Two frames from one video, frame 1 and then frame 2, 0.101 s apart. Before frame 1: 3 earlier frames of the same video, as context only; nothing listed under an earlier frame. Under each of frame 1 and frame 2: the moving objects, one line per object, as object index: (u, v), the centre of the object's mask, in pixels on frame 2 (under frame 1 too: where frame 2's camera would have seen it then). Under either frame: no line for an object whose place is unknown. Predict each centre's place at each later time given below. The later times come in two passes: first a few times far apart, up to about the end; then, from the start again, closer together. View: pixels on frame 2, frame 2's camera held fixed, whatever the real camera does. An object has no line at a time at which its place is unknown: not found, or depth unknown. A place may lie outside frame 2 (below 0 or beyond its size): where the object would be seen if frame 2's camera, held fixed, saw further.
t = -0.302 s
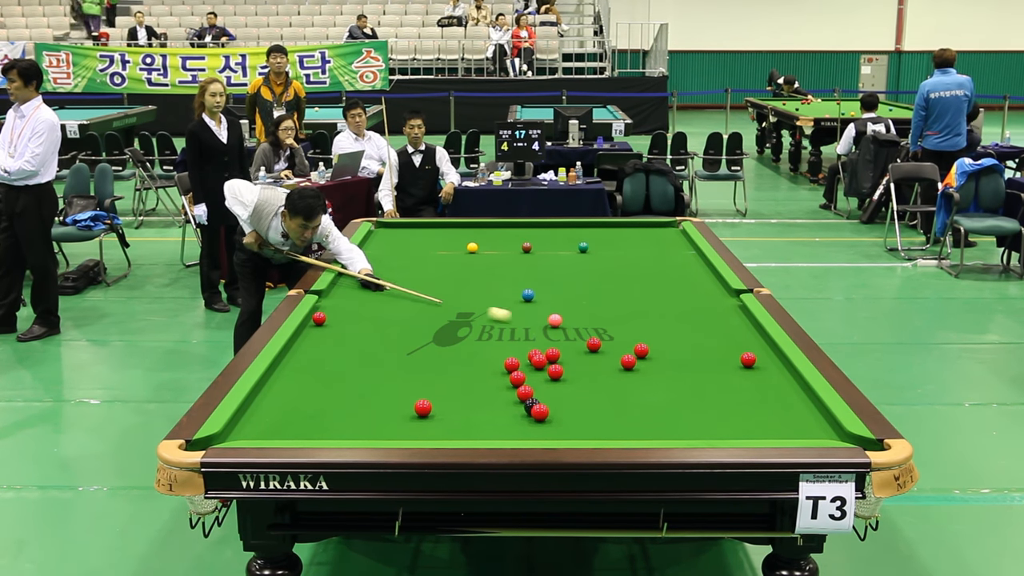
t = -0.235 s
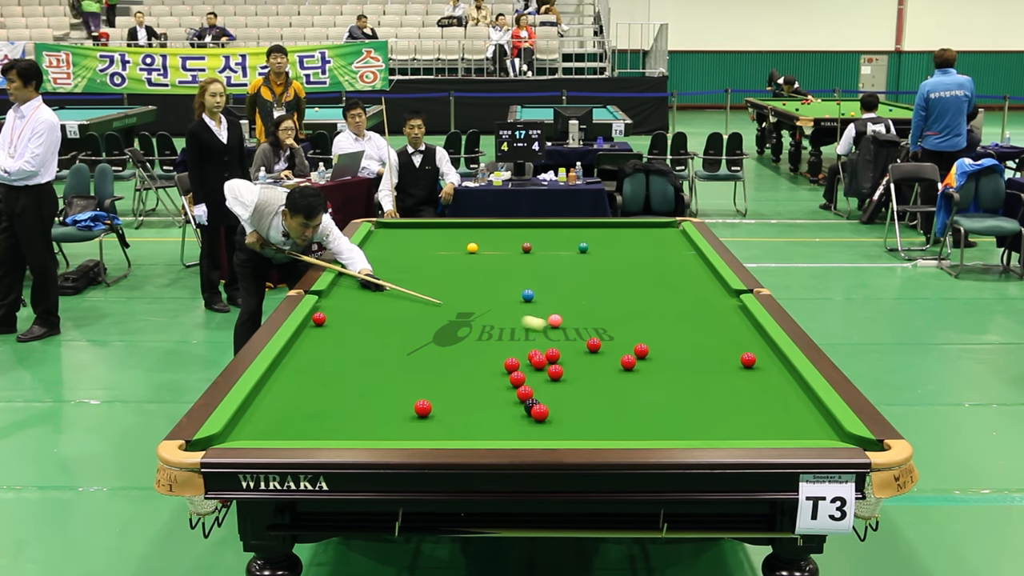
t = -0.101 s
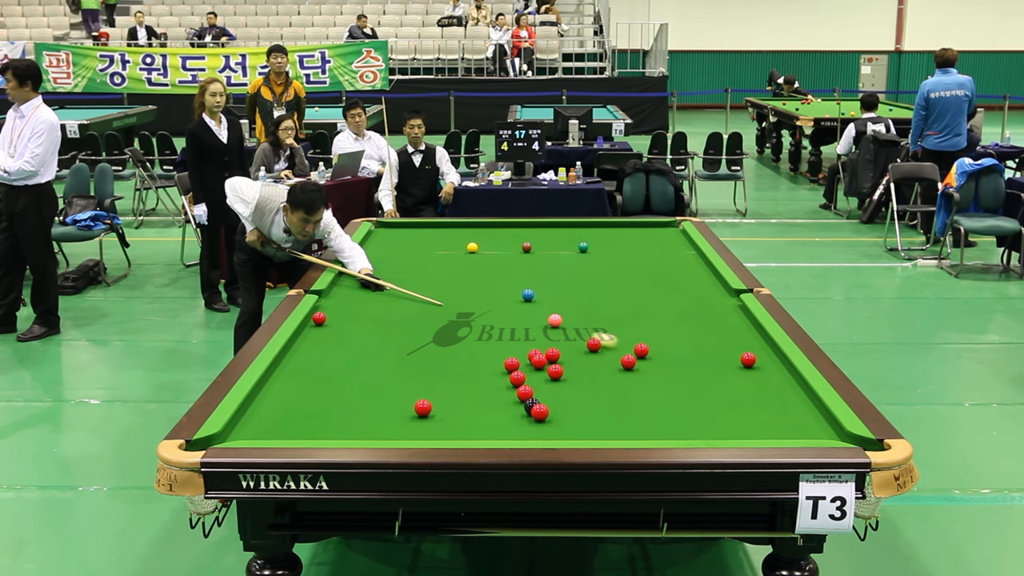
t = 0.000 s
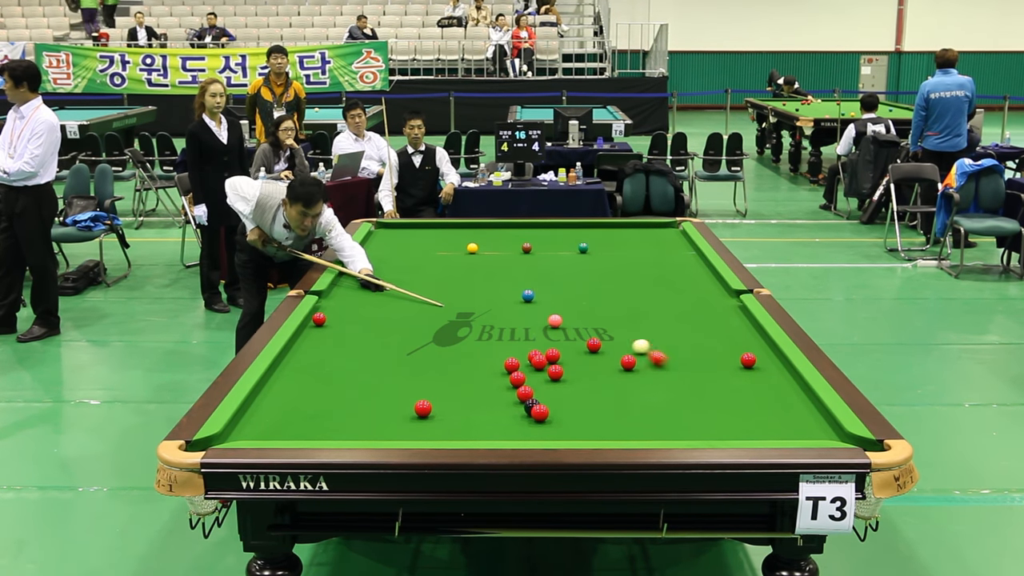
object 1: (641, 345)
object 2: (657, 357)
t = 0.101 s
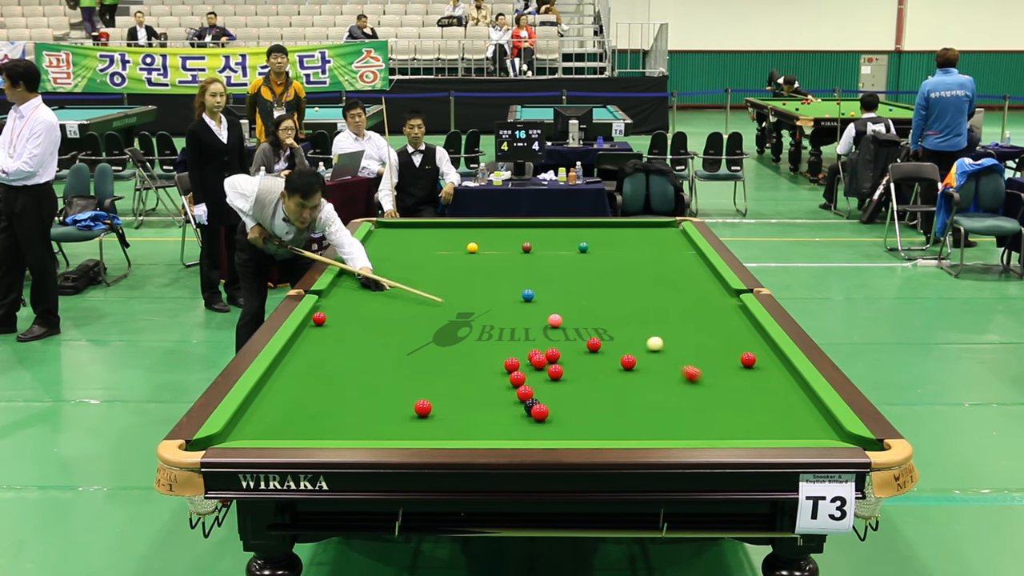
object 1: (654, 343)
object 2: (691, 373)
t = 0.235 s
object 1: (669, 341)
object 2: (735, 394)
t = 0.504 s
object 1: (698, 335)
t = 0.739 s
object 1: (720, 331)
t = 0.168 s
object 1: (662, 342)
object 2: (713, 383)
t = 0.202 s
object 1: (666, 341)
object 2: (724, 389)
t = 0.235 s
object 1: (669, 341)
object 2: (735, 394)
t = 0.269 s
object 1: (673, 340)
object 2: (746, 399)
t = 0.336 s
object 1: (680, 338)
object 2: (768, 409)
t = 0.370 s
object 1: (684, 338)
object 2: (779, 414)
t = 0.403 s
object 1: (687, 337)
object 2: (791, 419)
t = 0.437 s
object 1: (691, 337)
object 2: (803, 425)
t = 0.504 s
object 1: (698, 335)
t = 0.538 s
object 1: (701, 334)
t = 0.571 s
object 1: (704, 334)
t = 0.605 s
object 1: (707, 333)
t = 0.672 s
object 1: (714, 332)
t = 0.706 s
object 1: (717, 332)
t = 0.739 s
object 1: (720, 331)
